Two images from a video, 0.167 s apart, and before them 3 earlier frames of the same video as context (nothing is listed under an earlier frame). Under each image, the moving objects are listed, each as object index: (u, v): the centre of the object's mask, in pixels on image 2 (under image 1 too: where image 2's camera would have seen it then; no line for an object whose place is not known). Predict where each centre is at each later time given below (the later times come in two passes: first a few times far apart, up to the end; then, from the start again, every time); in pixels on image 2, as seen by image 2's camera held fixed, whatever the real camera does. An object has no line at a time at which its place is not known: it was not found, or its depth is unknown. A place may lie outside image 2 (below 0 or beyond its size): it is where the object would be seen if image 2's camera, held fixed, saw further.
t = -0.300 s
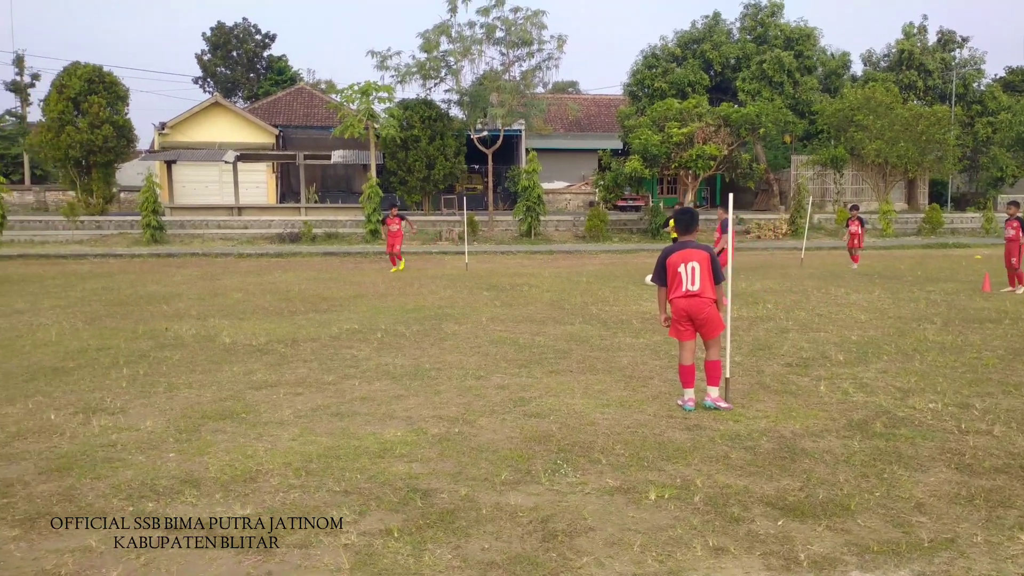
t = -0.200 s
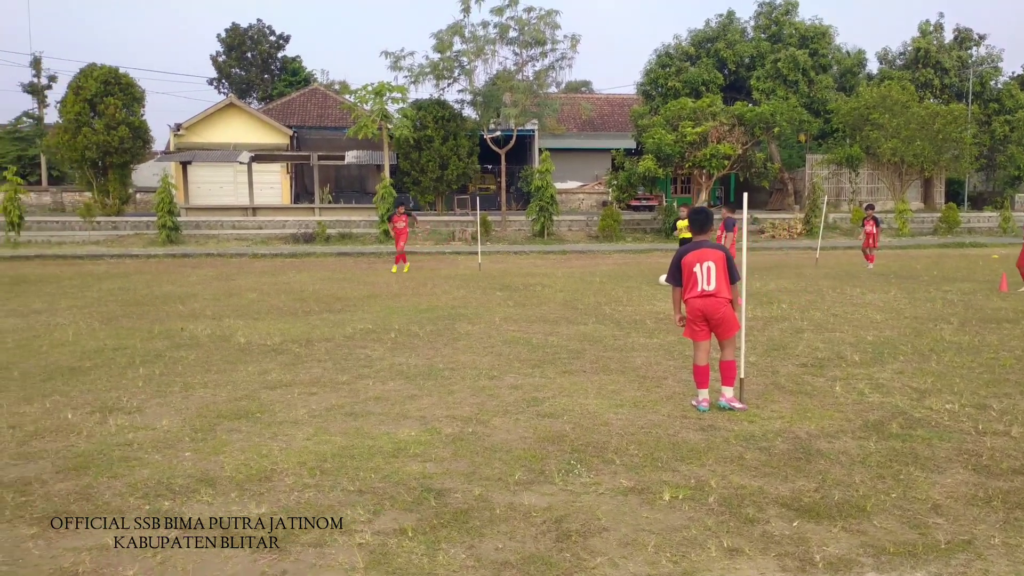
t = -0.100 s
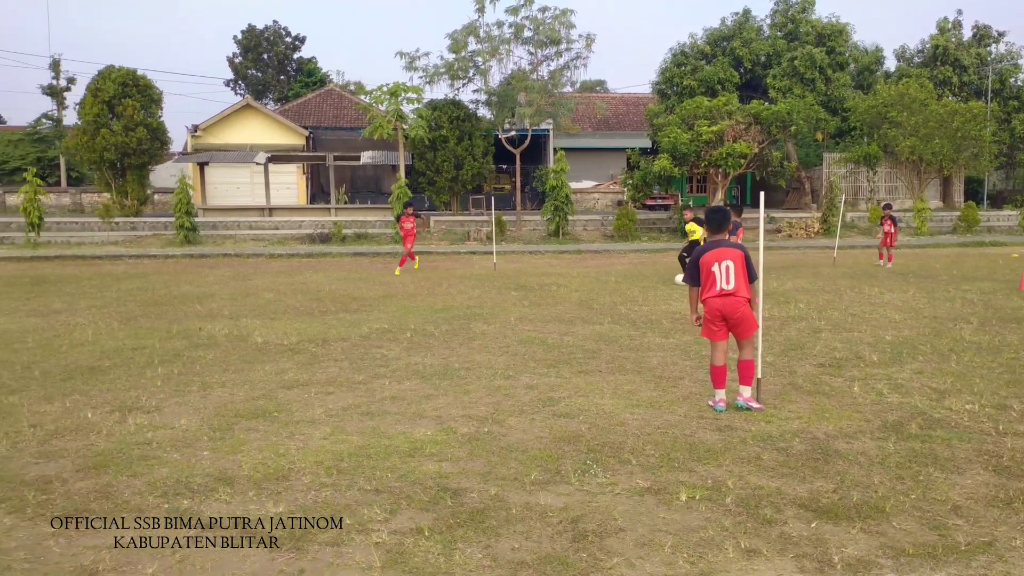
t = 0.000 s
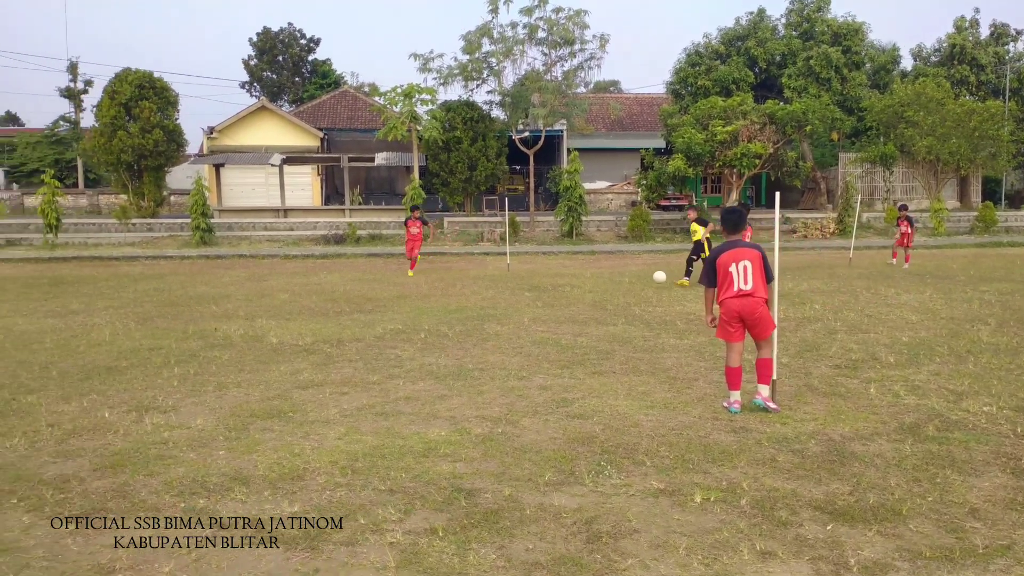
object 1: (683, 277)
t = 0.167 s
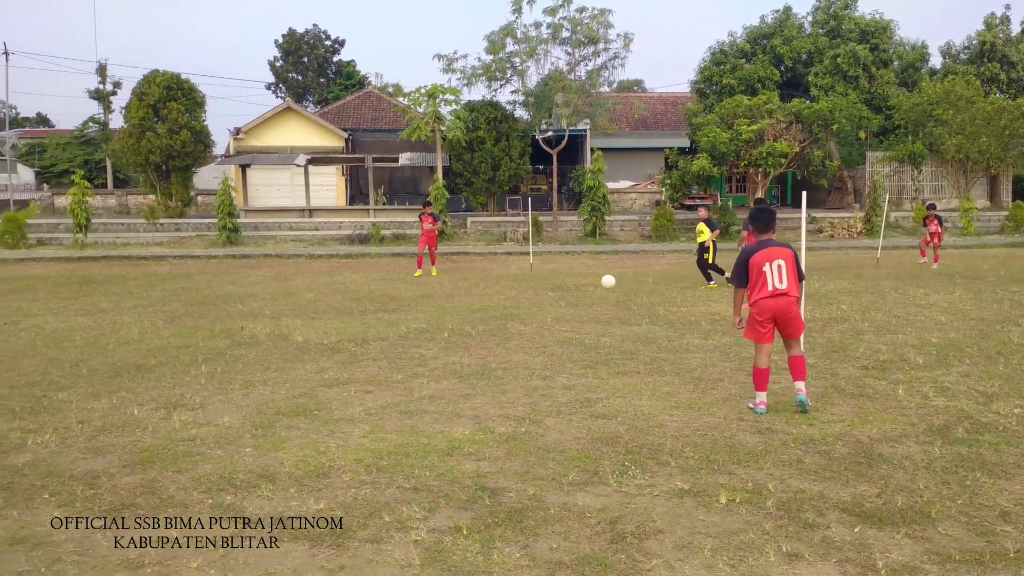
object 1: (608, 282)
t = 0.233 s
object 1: (575, 289)
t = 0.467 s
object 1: (446, 314)
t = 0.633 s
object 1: (342, 332)
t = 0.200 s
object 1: (592, 285)
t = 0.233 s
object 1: (575, 289)
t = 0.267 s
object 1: (557, 295)
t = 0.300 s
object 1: (539, 302)
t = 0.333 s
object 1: (520, 308)
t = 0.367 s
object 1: (502, 308)
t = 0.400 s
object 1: (484, 309)
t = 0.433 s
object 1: (466, 311)
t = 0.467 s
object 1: (446, 314)
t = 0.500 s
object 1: (426, 319)
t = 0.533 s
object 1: (405, 324)
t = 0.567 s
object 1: (385, 327)
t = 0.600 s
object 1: (364, 329)
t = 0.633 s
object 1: (342, 332)
